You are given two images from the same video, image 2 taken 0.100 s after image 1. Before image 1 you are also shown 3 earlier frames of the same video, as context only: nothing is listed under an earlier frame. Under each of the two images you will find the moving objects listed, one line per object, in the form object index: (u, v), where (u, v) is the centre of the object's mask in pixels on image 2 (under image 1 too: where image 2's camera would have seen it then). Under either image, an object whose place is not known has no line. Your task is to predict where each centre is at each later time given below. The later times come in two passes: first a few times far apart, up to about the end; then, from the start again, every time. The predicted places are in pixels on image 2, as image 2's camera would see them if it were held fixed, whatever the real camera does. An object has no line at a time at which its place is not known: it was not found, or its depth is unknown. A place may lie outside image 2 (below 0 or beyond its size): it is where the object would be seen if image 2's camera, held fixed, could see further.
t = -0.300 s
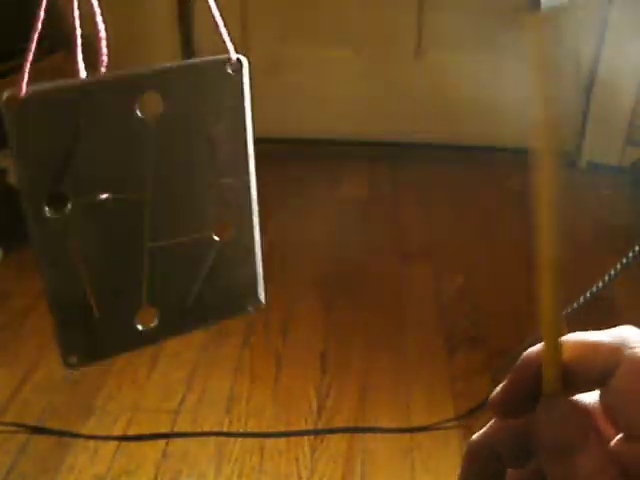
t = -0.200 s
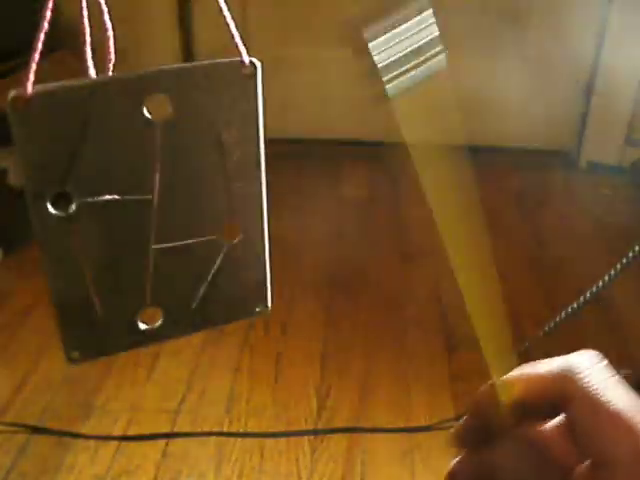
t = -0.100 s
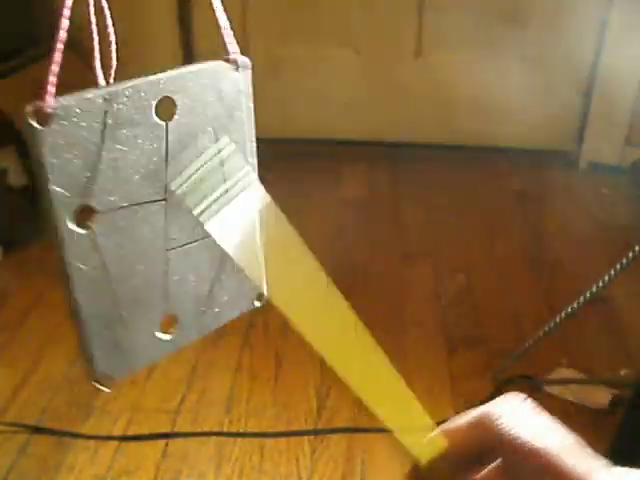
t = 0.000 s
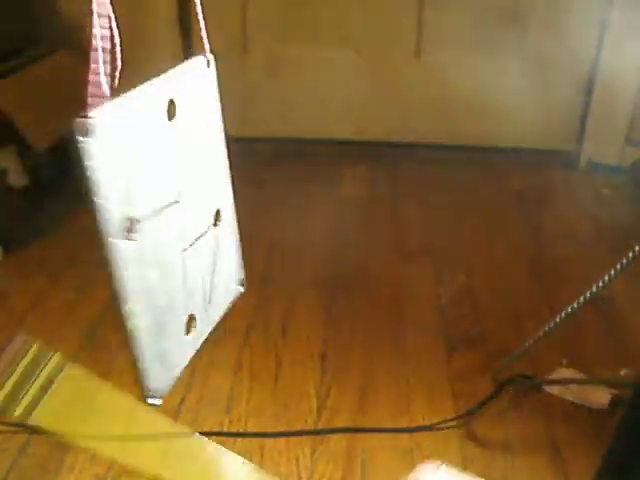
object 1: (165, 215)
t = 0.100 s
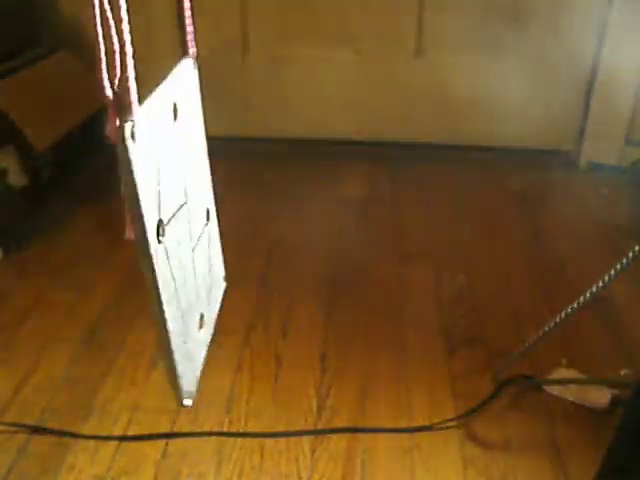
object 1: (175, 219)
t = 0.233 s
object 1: (172, 223)
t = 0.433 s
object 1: (158, 220)
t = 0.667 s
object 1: (162, 227)
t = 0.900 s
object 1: (187, 228)
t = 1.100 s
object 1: (180, 225)
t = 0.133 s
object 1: (174, 220)
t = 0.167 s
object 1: (173, 220)
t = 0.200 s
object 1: (173, 221)
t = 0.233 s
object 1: (172, 223)
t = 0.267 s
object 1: (169, 222)
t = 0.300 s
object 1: (166, 222)
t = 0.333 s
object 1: (163, 224)
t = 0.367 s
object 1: (161, 222)
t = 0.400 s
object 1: (159, 221)
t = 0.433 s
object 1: (158, 220)
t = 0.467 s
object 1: (157, 221)
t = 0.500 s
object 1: (155, 221)
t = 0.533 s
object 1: (154, 223)
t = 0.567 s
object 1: (154, 225)
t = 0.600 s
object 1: (154, 227)
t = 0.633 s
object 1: (157, 228)
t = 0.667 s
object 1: (162, 227)
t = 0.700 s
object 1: (168, 228)
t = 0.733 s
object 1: (174, 229)
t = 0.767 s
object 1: (177, 230)
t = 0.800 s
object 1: (180, 229)
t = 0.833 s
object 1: (183, 228)
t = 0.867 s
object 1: (186, 227)
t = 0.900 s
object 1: (187, 228)
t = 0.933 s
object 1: (188, 227)
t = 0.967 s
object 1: (186, 228)
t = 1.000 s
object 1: (185, 227)
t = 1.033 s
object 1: (183, 226)
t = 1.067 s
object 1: (182, 226)
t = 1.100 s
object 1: (180, 225)
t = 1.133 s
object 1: (175, 225)
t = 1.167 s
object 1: (172, 225)
